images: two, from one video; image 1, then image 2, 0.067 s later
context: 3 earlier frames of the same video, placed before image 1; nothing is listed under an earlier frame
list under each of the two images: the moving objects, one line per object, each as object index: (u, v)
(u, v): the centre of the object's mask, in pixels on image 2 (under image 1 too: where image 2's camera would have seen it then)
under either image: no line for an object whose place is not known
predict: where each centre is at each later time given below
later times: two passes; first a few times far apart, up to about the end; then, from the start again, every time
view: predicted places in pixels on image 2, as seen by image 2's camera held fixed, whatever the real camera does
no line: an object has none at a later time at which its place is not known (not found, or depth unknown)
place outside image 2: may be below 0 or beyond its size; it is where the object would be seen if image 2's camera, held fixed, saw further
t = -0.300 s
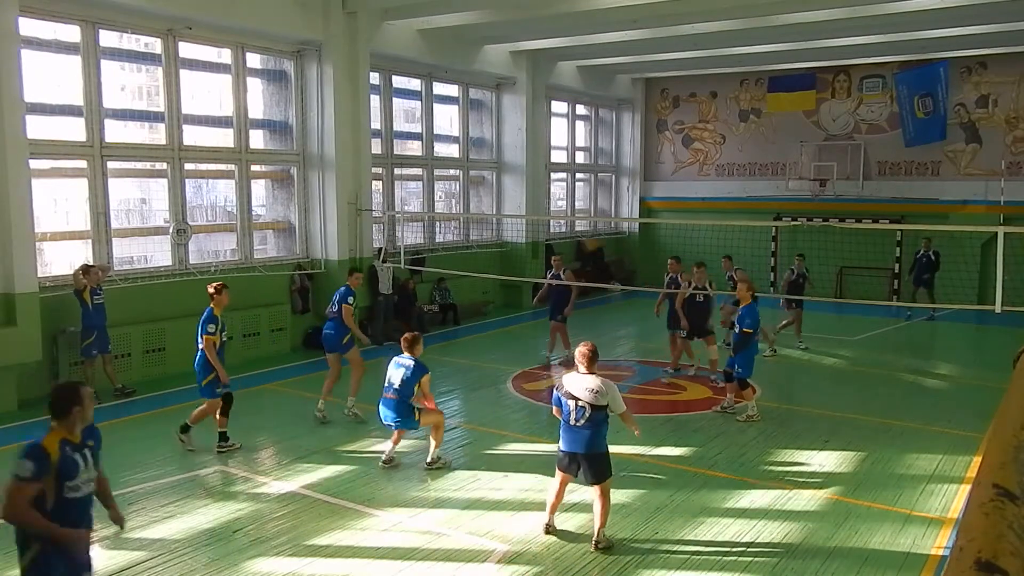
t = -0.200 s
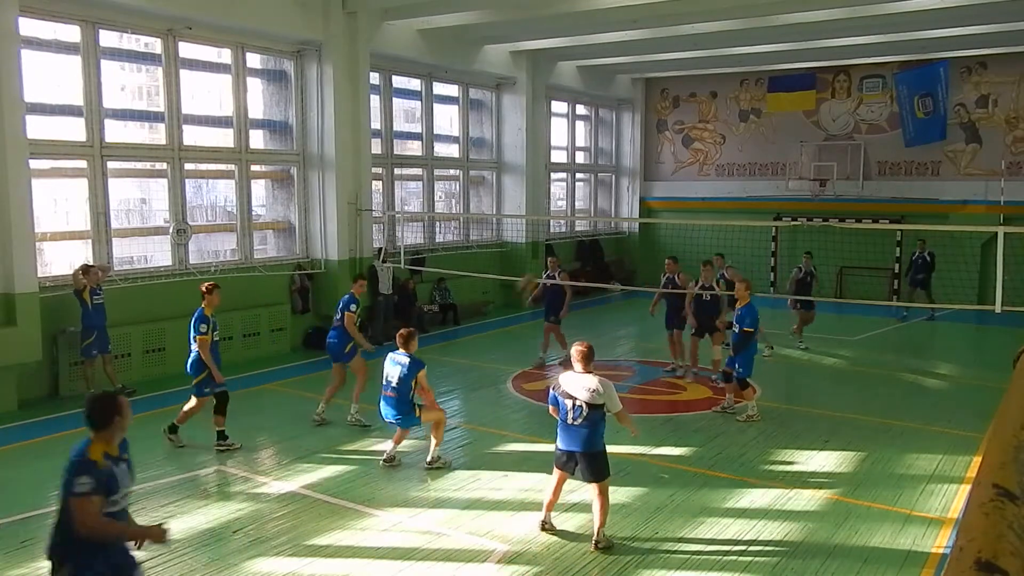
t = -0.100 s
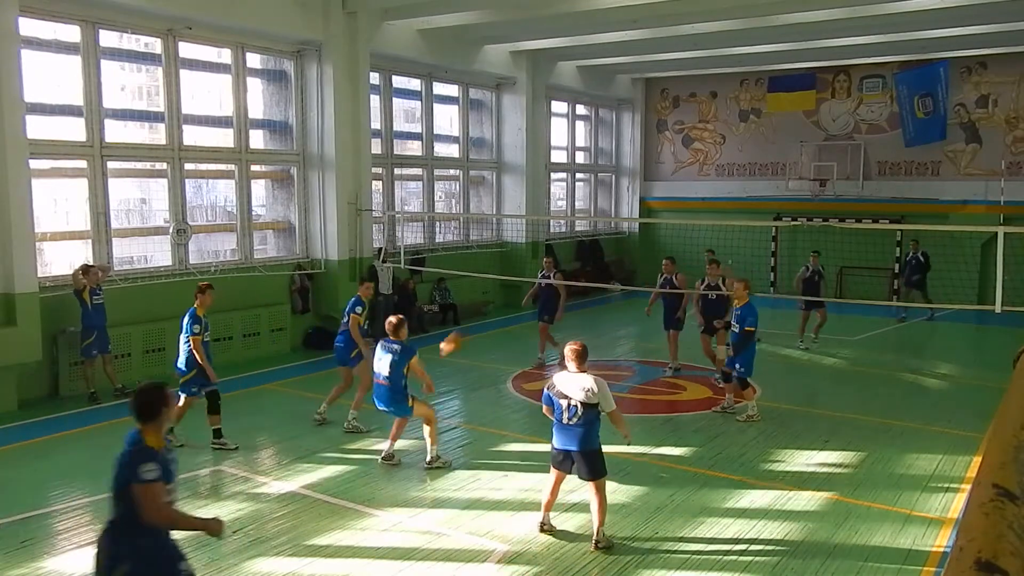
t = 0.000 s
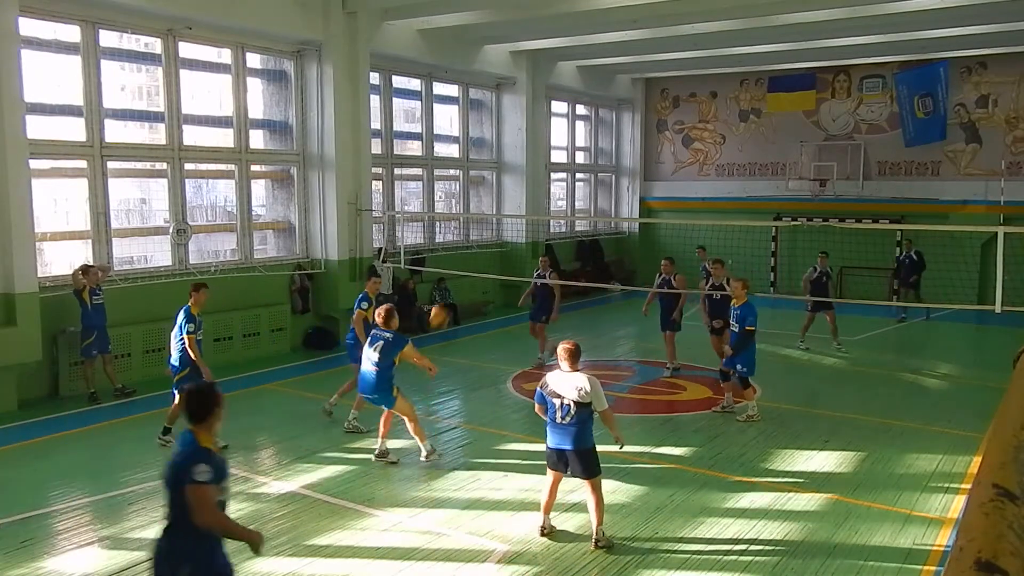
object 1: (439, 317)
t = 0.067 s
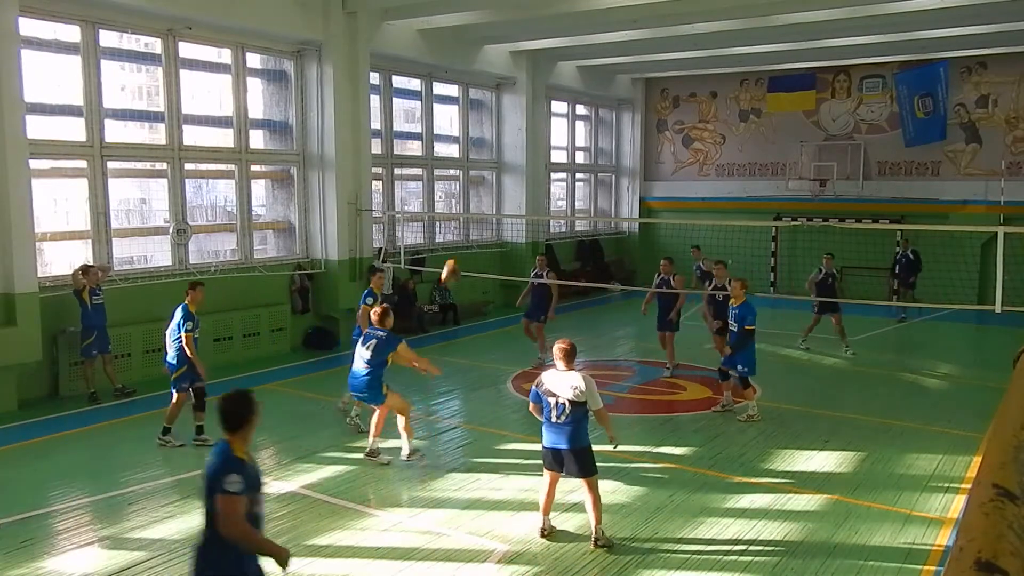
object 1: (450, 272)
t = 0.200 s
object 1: (474, 196)
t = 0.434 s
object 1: (514, 106)
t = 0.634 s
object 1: (547, 67)
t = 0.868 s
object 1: (582, 69)
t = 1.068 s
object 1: (612, 111)
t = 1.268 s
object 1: (640, 187)
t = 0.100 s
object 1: (456, 252)
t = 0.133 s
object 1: (462, 233)
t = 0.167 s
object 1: (469, 213)
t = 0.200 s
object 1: (474, 196)
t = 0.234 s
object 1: (479, 182)
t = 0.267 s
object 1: (486, 167)
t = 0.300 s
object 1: (492, 153)
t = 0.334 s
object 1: (497, 139)
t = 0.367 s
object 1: (503, 127)
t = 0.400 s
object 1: (509, 116)
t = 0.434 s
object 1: (514, 106)
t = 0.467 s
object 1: (520, 96)
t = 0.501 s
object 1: (525, 88)
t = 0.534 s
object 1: (530, 83)
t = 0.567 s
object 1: (536, 77)
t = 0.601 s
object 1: (540, 71)
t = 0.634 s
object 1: (547, 67)
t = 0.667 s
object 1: (551, 65)
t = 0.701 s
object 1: (556, 63)
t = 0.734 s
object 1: (562, 62)
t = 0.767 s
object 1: (567, 63)
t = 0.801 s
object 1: (572, 65)
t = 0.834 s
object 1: (577, 66)
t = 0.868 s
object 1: (582, 69)
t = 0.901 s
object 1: (587, 74)
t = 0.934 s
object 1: (592, 78)
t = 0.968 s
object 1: (597, 86)
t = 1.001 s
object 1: (602, 93)
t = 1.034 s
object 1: (607, 101)
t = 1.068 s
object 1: (612, 111)
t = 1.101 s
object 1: (617, 120)
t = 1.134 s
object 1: (622, 133)
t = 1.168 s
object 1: (626, 145)
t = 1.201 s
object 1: (632, 159)
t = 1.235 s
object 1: (636, 171)
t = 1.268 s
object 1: (640, 187)
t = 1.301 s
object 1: (643, 202)
